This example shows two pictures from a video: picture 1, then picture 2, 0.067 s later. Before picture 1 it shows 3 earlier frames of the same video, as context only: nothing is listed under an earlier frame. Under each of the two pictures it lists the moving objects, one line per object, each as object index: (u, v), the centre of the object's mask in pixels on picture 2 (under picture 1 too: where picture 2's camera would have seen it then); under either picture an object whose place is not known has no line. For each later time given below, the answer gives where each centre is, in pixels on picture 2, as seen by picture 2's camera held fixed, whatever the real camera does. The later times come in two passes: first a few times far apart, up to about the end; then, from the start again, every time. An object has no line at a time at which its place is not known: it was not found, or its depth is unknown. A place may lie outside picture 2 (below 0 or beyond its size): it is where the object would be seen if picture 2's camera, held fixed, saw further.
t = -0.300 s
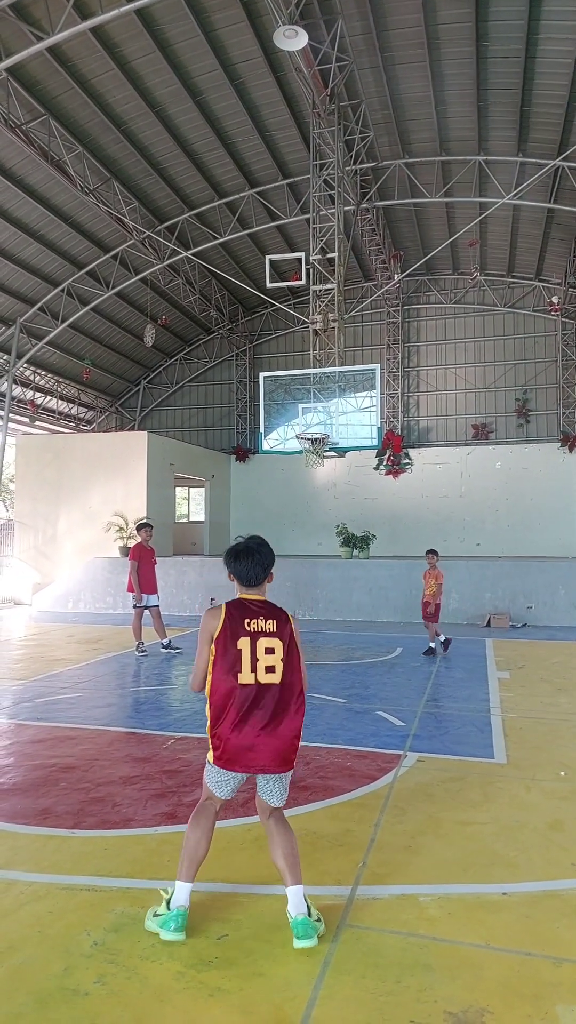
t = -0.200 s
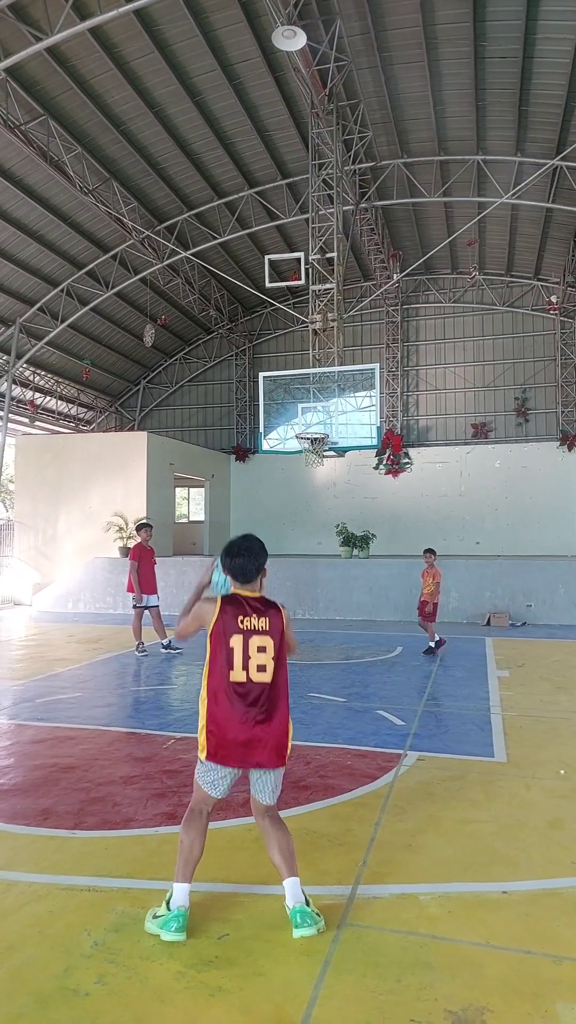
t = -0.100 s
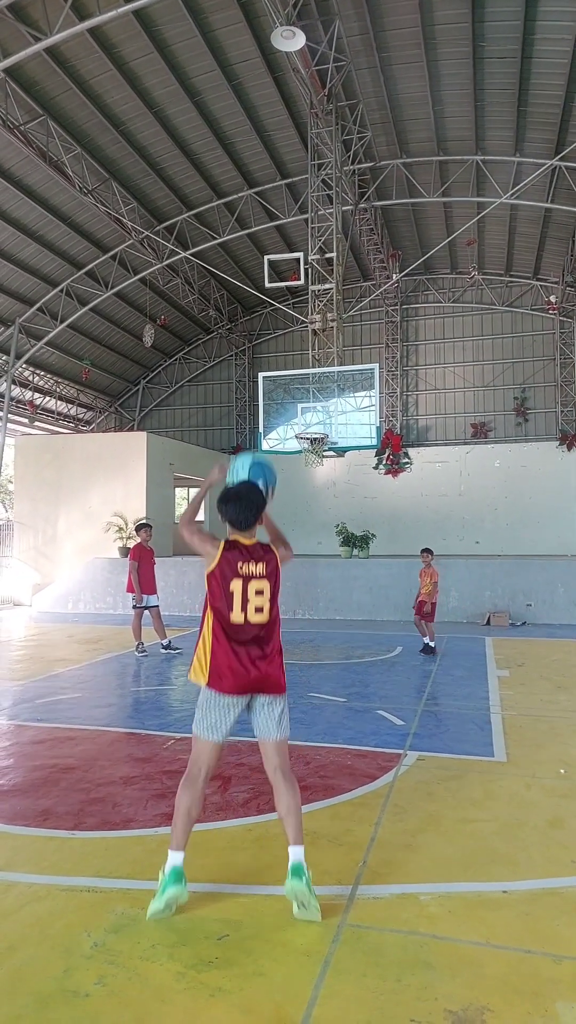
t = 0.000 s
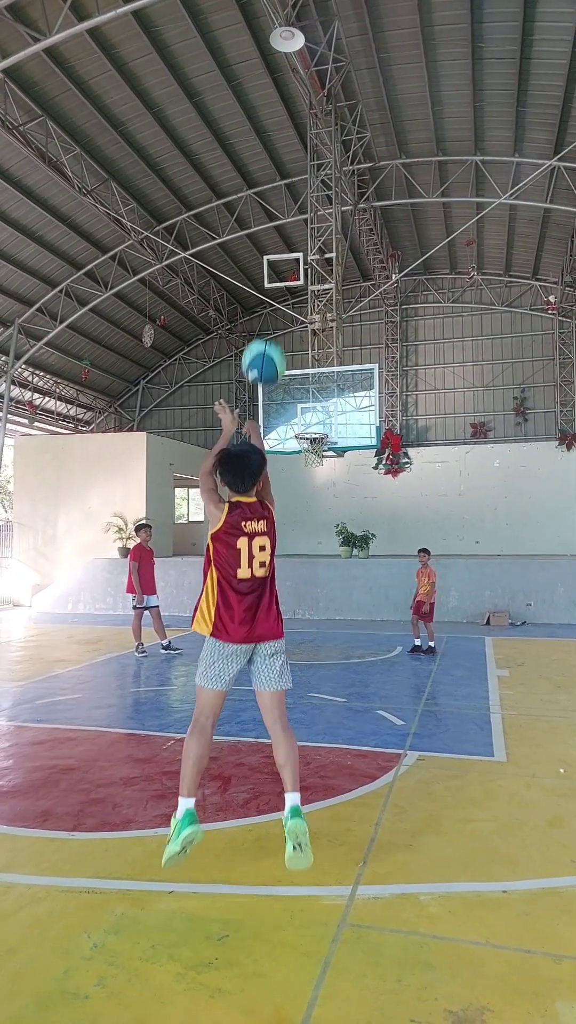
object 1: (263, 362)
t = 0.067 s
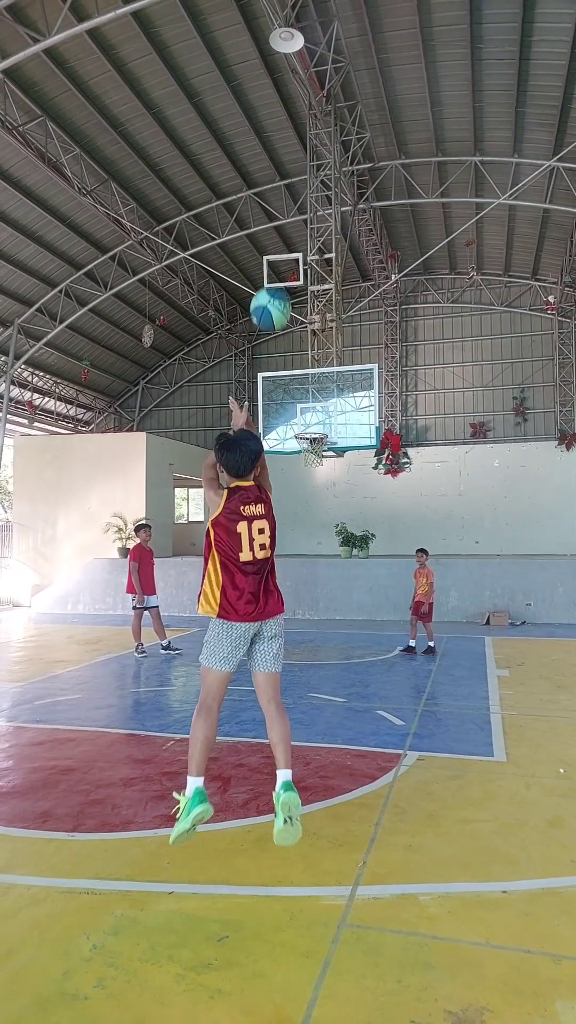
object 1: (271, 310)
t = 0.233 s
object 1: (284, 236)
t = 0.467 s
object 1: (297, 220)
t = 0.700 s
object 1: (305, 259)
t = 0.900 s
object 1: (311, 317)
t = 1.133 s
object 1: (316, 404)
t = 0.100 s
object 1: (274, 288)
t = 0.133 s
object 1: (277, 271)
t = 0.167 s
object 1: (279, 257)
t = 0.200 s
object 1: (281, 245)
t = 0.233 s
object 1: (284, 236)
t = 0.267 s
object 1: (286, 229)
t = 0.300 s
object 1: (288, 224)
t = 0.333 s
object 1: (289, 220)
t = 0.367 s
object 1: (291, 218)
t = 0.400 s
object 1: (293, 217)
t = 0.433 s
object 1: (295, 218)
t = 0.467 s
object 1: (297, 220)
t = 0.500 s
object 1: (298, 223)
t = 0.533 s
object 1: (299, 227)
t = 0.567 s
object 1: (300, 232)
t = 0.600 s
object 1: (301, 238)
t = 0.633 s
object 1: (303, 244)
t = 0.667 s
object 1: (304, 252)
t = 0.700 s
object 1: (305, 259)
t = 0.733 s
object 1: (306, 267)
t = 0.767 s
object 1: (307, 275)
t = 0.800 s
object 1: (308, 285)
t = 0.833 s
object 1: (309, 295)
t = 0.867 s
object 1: (310, 305)
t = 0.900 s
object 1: (311, 317)
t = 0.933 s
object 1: (312, 327)
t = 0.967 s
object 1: (312, 339)
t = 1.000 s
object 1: (313, 351)
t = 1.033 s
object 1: (314, 364)
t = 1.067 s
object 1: (314, 378)
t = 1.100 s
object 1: (315, 390)
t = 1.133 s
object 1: (316, 404)
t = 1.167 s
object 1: (316, 418)
